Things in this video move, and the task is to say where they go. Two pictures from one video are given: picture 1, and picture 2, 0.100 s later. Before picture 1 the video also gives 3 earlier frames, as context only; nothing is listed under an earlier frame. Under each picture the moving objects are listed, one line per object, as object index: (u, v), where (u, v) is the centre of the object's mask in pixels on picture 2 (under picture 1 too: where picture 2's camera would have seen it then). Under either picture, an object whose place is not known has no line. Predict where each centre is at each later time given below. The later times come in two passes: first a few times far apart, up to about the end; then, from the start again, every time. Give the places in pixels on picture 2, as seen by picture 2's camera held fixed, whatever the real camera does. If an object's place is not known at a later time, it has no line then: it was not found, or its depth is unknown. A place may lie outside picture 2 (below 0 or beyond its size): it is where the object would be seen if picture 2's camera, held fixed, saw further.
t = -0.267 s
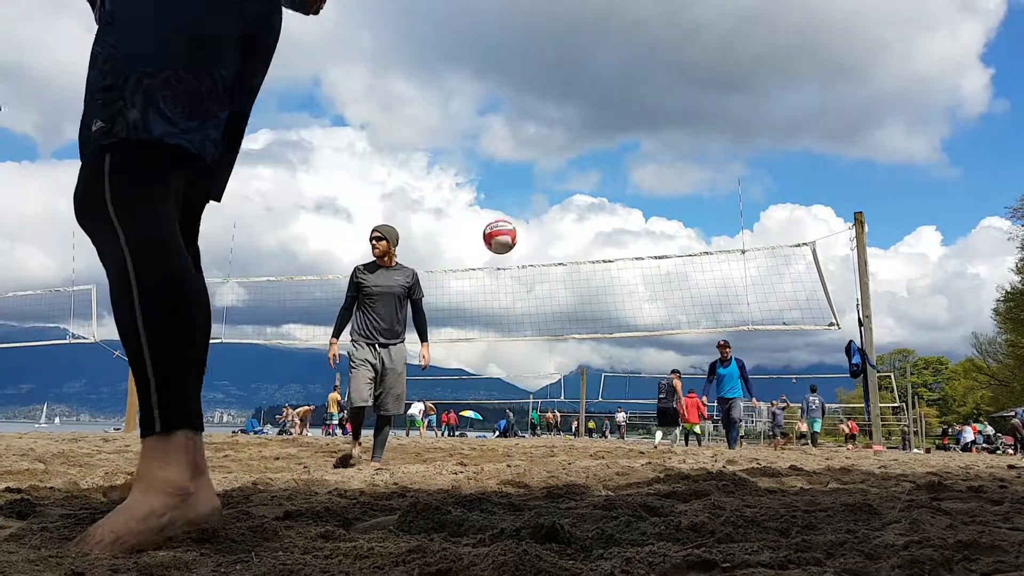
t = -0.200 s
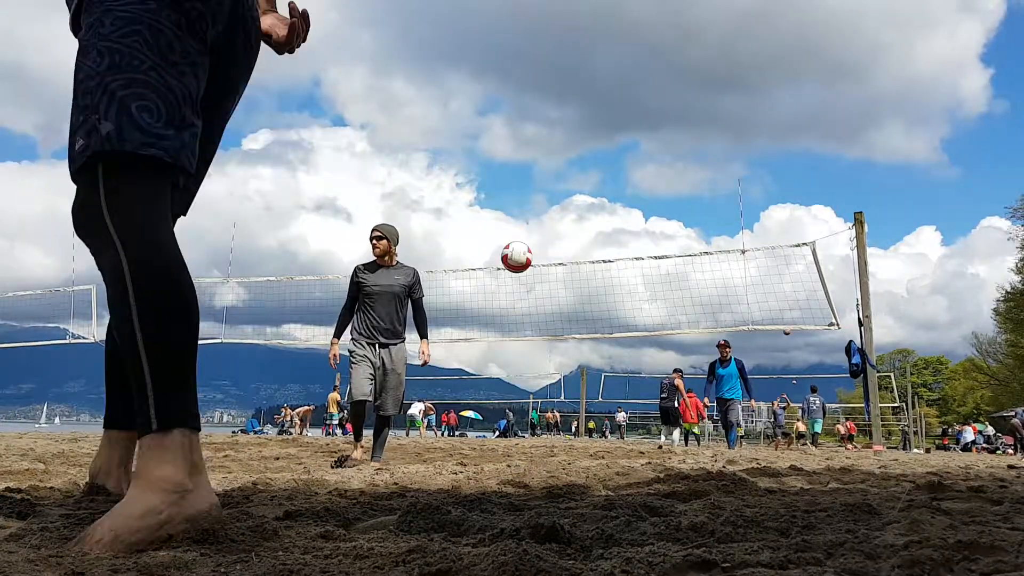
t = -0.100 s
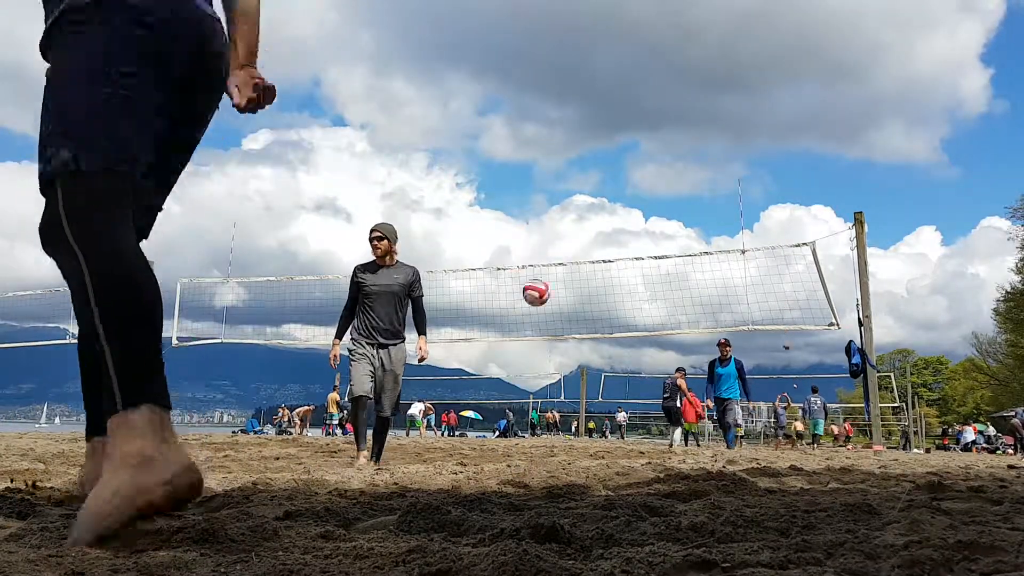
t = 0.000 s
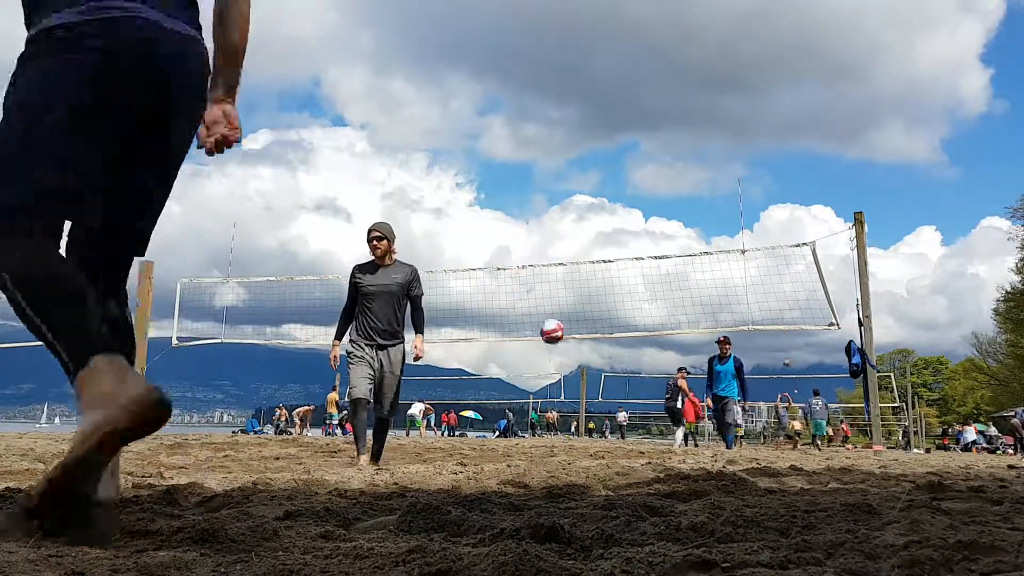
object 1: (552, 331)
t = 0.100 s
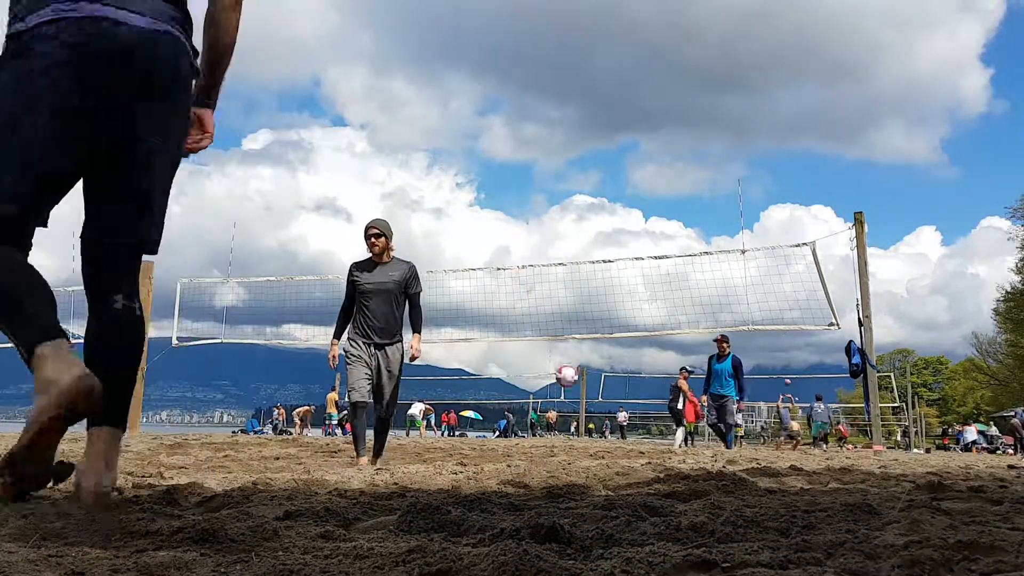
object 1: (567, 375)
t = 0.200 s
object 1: (579, 423)
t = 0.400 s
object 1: (596, 435)
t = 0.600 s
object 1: (608, 442)
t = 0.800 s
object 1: (619, 439)
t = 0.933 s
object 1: (625, 446)
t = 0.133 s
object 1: (571, 390)
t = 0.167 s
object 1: (575, 406)
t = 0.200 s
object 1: (579, 423)
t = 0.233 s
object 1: (584, 437)
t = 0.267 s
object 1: (588, 451)
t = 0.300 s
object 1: (590, 444)
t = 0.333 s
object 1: (592, 441)
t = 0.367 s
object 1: (594, 438)
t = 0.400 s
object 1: (596, 435)
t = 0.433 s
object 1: (598, 434)
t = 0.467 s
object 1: (600, 435)
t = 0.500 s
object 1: (602, 435)
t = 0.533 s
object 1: (604, 437)
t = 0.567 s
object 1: (606, 440)
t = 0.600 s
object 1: (608, 442)
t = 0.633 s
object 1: (610, 443)
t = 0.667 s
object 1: (612, 441)
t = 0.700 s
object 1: (614, 439)
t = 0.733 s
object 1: (615, 438)
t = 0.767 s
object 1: (617, 437)
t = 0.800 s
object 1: (619, 439)
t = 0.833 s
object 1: (620, 440)
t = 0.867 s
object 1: (621, 441)
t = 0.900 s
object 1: (623, 443)
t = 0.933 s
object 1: (625, 446)
